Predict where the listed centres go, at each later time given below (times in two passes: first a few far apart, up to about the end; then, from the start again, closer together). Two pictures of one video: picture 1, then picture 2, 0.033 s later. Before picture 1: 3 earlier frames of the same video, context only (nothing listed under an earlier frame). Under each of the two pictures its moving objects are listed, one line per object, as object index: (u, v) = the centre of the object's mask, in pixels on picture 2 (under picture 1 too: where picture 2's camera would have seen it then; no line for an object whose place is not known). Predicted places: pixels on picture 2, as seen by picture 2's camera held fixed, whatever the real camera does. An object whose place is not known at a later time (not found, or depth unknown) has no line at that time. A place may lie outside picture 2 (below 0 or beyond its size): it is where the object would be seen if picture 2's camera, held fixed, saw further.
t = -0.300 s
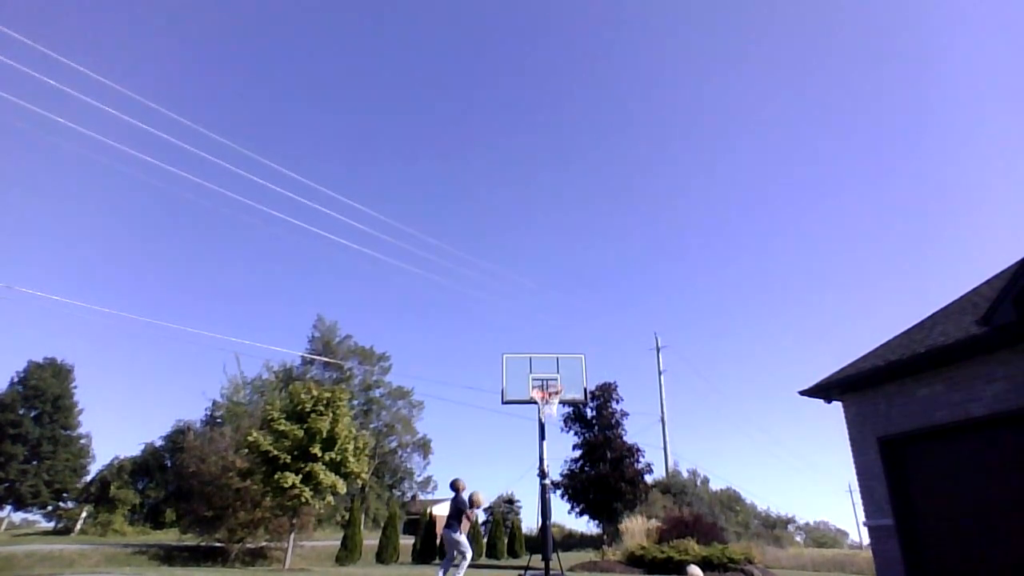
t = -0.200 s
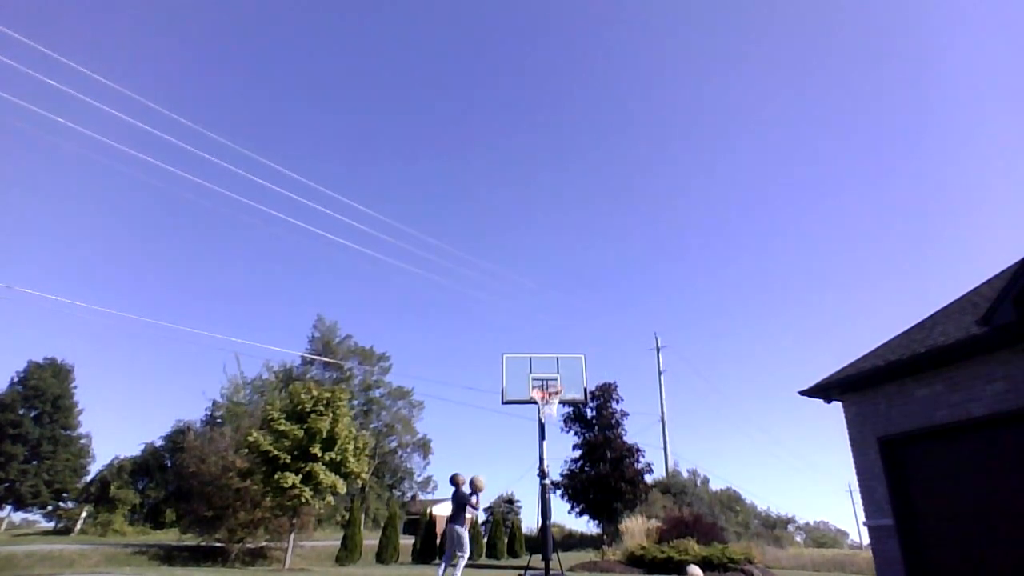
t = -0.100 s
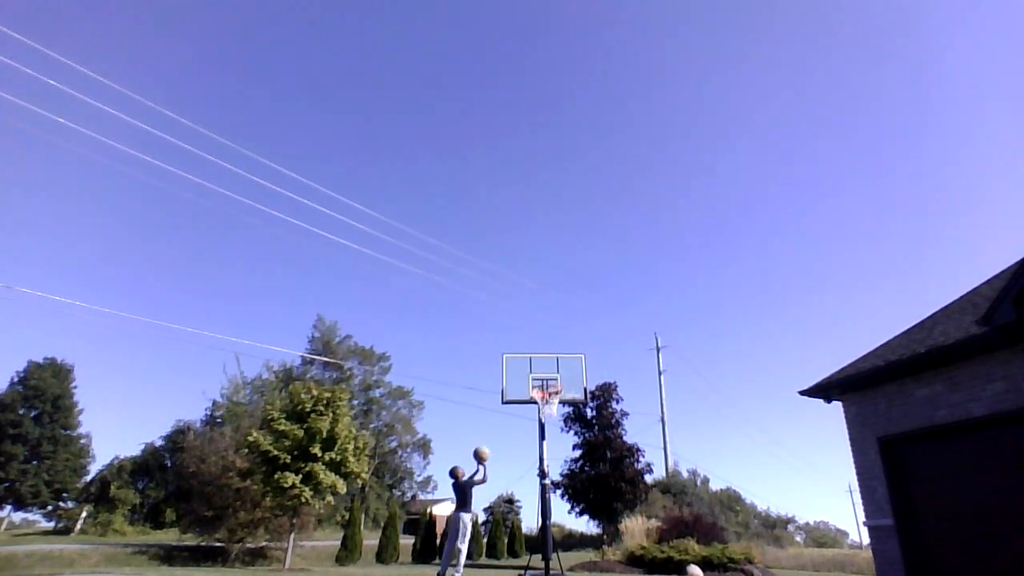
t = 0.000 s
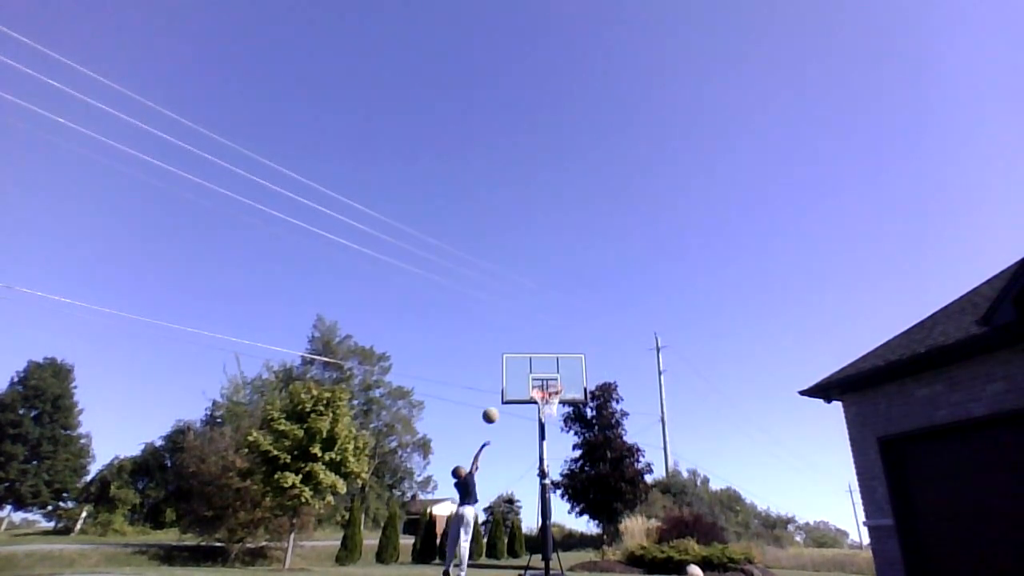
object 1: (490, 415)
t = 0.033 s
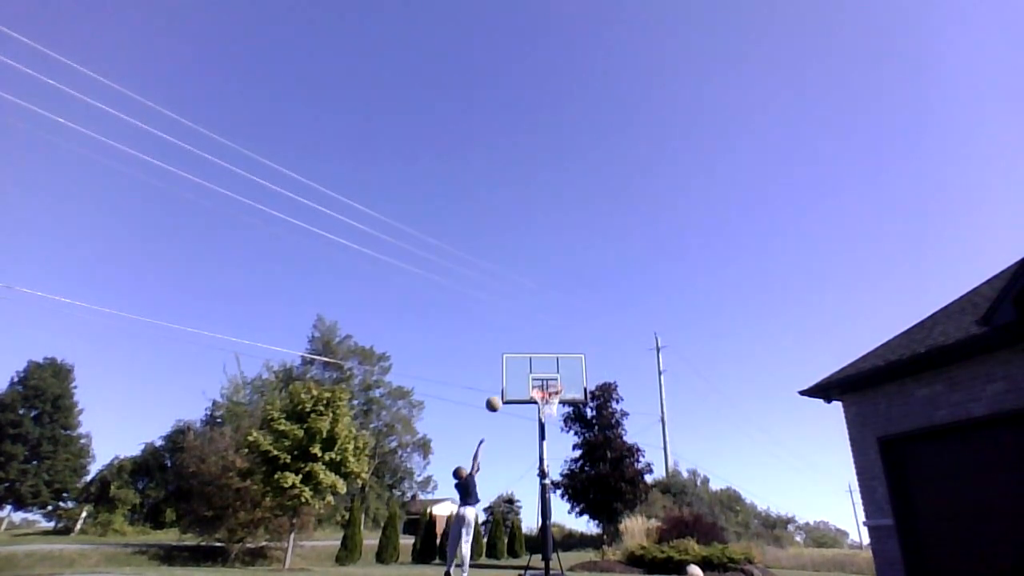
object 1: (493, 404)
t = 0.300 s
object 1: (516, 341)
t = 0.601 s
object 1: (536, 324)
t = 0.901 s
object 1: (556, 360)
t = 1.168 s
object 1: (576, 447)
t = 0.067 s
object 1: (497, 393)
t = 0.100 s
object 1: (499, 384)
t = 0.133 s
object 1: (502, 375)
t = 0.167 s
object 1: (505, 366)
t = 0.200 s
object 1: (508, 359)
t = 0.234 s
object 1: (510, 352)
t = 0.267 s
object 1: (513, 346)
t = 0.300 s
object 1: (516, 341)
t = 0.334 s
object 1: (518, 337)
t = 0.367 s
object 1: (521, 333)
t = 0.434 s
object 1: (525, 327)
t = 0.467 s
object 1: (528, 325)
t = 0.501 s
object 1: (530, 324)
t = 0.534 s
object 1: (532, 323)
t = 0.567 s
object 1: (534, 323)
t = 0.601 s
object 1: (536, 324)
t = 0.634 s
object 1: (539, 325)
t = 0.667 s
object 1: (541, 327)
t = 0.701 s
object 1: (543, 329)
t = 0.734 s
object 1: (545, 333)
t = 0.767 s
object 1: (547, 337)
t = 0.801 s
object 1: (550, 341)
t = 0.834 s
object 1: (552, 346)
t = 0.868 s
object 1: (554, 353)
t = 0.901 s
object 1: (556, 360)
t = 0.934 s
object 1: (559, 367)
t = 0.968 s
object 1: (561, 376)
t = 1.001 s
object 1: (563, 385)
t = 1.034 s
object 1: (566, 396)
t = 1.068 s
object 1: (567, 405)
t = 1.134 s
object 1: (573, 433)
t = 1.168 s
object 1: (576, 447)
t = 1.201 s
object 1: (578, 463)
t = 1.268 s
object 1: (584, 497)
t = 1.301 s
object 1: (586, 516)
